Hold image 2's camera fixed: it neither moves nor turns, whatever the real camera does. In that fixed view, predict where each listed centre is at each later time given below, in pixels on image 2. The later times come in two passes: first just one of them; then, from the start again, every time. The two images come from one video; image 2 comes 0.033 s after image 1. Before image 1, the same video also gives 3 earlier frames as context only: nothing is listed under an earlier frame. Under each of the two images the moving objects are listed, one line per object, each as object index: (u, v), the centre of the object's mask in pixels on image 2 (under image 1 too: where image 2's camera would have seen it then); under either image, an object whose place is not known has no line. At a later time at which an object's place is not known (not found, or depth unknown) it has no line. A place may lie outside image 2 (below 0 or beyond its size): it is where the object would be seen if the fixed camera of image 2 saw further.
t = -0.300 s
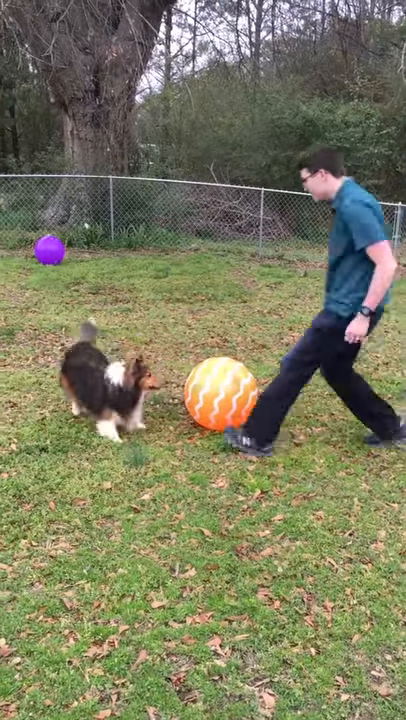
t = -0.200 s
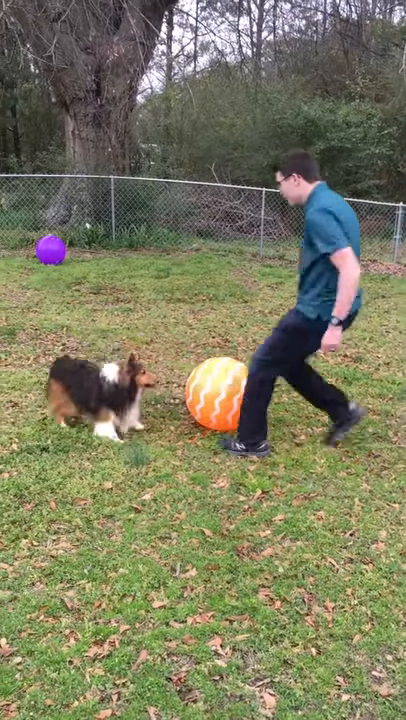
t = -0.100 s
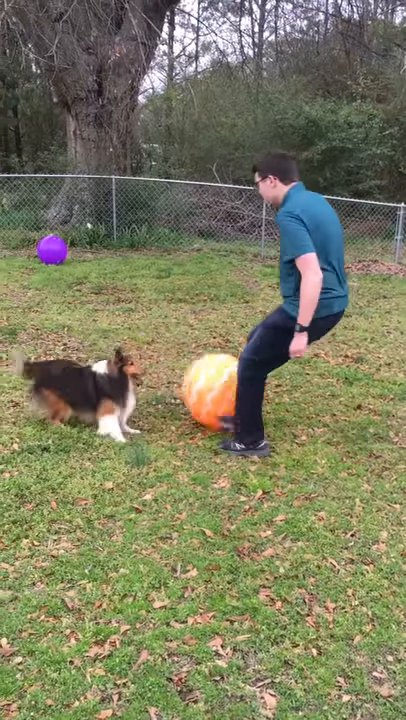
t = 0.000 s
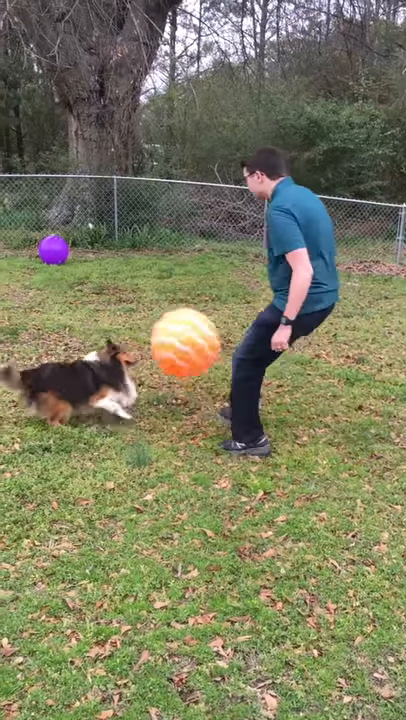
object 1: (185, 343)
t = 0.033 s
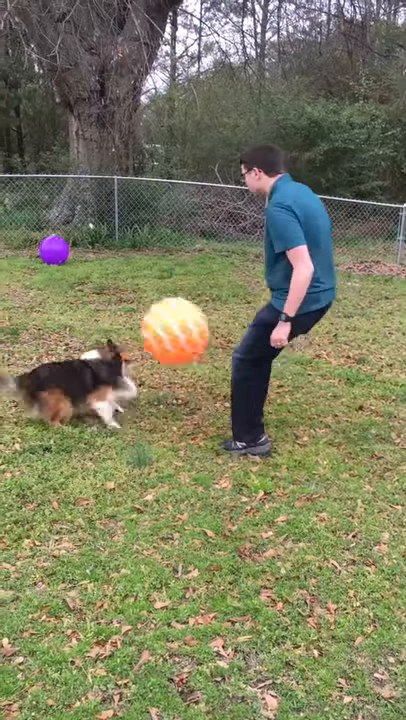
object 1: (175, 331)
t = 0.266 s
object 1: (111, 290)
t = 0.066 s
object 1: (165, 321)
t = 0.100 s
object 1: (155, 312)
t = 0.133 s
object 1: (145, 305)
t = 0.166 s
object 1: (136, 300)
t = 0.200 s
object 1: (127, 296)
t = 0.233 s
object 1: (119, 292)
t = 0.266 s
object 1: (111, 290)
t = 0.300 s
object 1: (104, 289)
